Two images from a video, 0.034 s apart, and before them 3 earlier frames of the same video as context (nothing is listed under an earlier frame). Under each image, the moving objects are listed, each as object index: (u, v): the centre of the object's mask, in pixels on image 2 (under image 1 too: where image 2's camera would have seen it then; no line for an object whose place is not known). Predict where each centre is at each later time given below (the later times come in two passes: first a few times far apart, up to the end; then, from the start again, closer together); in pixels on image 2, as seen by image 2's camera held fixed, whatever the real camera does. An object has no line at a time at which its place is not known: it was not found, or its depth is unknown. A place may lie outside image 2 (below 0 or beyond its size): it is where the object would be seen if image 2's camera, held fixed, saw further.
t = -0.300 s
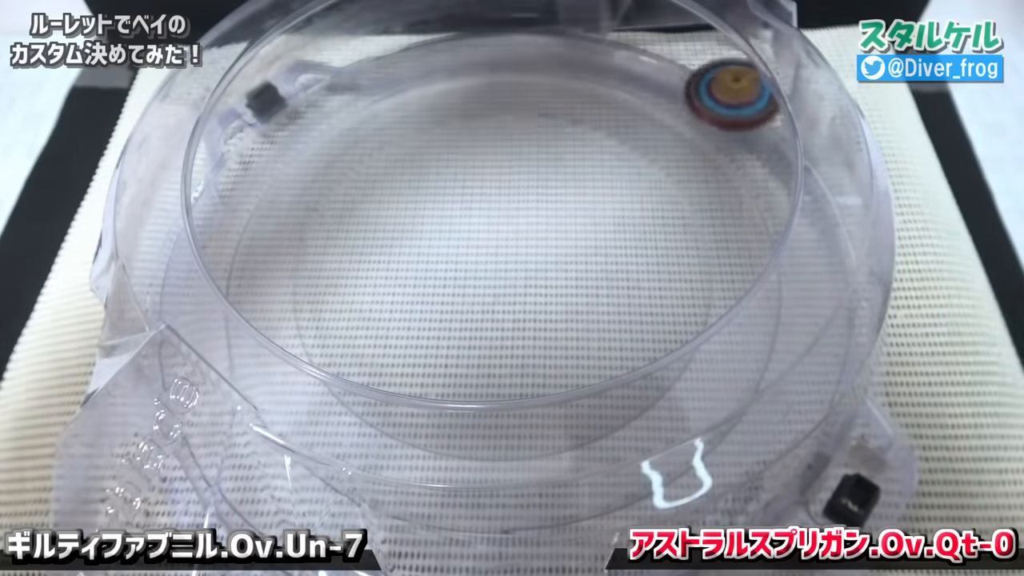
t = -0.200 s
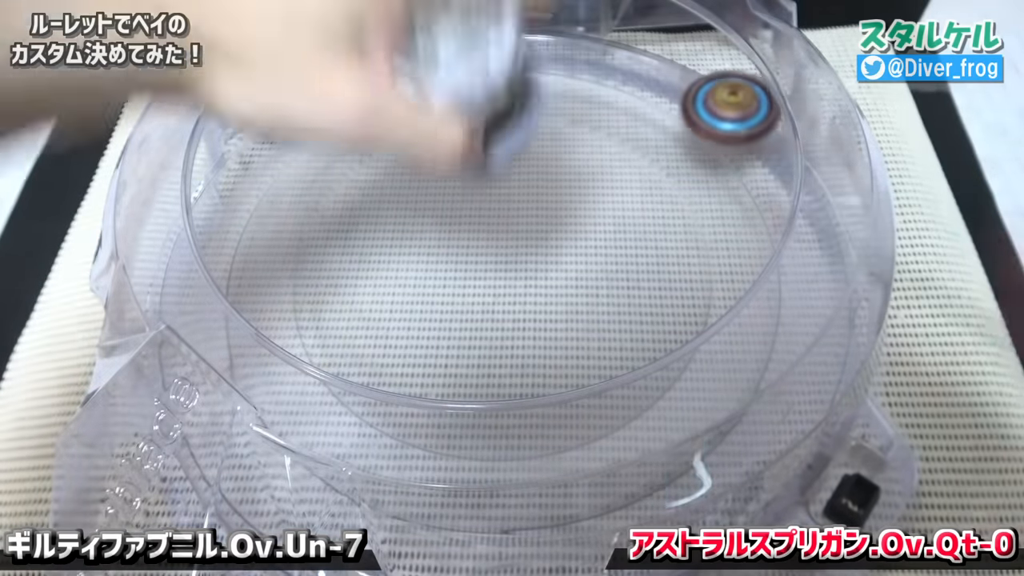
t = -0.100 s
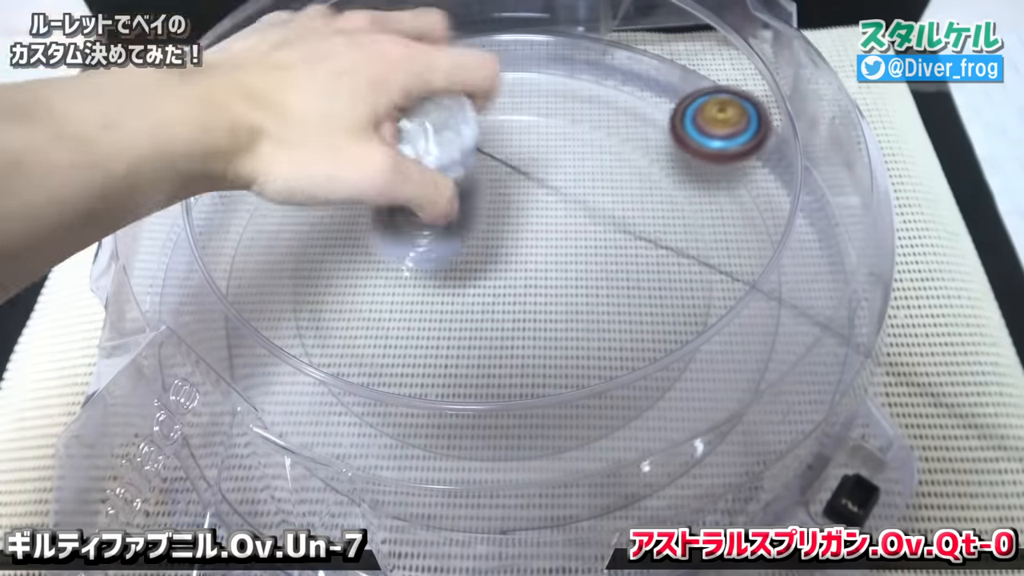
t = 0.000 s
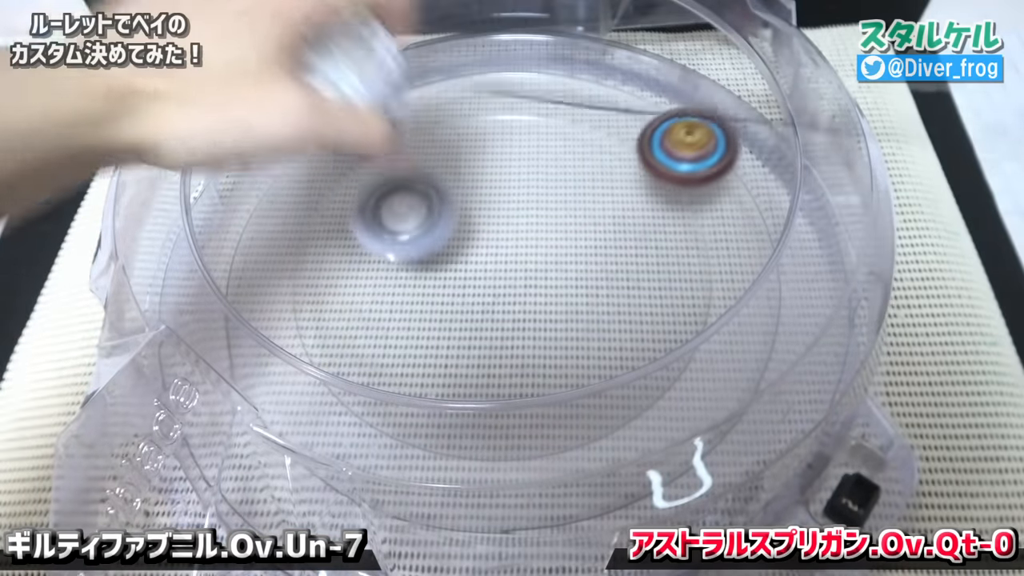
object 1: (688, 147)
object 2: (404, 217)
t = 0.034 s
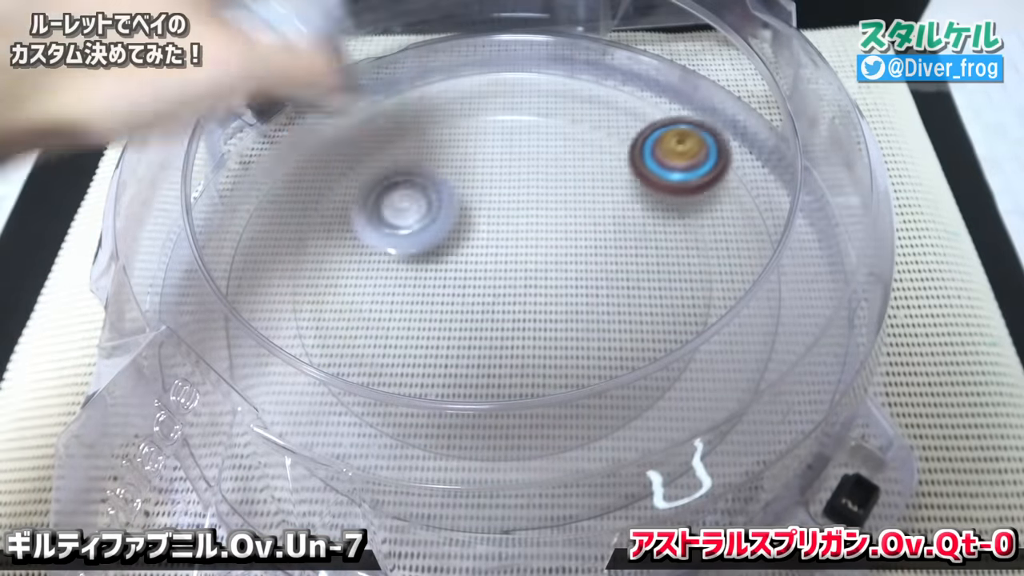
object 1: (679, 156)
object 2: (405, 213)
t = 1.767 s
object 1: (415, 476)
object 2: (370, 94)
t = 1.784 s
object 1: (424, 476)
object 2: (379, 93)
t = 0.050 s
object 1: (674, 159)
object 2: (406, 213)
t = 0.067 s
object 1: (667, 164)
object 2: (410, 205)
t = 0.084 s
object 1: (658, 169)
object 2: (413, 196)
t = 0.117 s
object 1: (632, 173)
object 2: (424, 187)
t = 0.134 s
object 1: (616, 175)
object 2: (431, 180)
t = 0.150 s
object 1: (598, 175)
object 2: (439, 176)
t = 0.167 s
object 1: (578, 177)
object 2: (448, 169)
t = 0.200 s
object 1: (542, 182)
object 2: (452, 158)
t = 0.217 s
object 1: (528, 184)
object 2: (439, 150)
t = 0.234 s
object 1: (513, 189)
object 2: (429, 146)
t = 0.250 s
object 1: (497, 196)
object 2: (418, 143)
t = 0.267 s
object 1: (481, 206)
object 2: (410, 138)
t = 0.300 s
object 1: (449, 234)
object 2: (399, 131)
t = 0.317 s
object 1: (434, 253)
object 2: (396, 127)
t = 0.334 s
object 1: (423, 274)
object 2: (394, 126)
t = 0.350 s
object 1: (416, 296)
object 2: (394, 125)
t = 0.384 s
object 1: (412, 345)
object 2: (394, 127)
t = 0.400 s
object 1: (417, 360)
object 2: (396, 129)
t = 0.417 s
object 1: (426, 391)
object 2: (401, 132)
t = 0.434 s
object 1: (438, 410)
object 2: (405, 135)
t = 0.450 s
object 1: (457, 434)
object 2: (410, 139)
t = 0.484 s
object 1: (498, 475)
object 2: (425, 148)
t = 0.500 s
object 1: (521, 498)
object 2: (433, 152)
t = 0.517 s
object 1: (542, 510)
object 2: (442, 157)
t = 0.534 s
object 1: (565, 515)
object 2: (454, 163)
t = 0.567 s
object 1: (595, 518)
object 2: (473, 173)
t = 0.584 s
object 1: (606, 510)
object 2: (483, 179)
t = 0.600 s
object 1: (630, 495)
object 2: (495, 185)
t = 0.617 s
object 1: (645, 487)
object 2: (507, 192)
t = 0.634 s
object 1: (657, 481)
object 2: (519, 200)
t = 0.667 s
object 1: (680, 474)
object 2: (539, 219)
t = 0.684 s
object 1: (690, 470)
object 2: (549, 231)
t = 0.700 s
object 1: (696, 466)
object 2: (556, 244)
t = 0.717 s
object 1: (703, 463)
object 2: (562, 258)
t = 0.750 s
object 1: (713, 454)
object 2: (568, 287)
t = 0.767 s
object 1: (725, 445)
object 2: (569, 302)
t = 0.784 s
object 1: (731, 439)
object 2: (567, 316)
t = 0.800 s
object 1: (737, 433)
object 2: (562, 330)
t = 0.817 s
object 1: (742, 427)
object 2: (556, 343)
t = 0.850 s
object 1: (752, 415)
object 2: (538, 358)
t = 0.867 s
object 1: (756, 409)
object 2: (527, 364)
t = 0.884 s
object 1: (760, 402)
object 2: (514, 370)
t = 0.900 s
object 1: (763, 397)
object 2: (500, 395)
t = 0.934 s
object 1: (769, 385)
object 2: (465, 406)
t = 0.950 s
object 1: (770, 378)
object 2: (447, 409)
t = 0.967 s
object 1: (770, 371)
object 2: (429, 410)
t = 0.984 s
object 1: (771, 363)
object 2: (408, 414)
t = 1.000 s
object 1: (771, 354)
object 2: (389, 413)
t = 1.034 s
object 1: (761, 331)
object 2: (353, 408)
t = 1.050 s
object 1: (756, 319)
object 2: (333, 404)
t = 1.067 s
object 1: (749, 308)
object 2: (317, 400)
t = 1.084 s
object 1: (742, 299)
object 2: (299, 394)
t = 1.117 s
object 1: (730, 281)
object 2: (258, 384)
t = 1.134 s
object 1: (723, 272)
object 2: (240, 374)
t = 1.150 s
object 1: (714, 263)
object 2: (220, 361)
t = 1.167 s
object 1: (709, 257)
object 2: (206, 352)
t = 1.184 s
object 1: (697, 248)
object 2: (199, 344)
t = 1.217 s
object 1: (671, 226)
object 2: (205, 314)
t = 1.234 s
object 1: (653, 215)
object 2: (205, 298)
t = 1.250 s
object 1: (633, 202)
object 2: (203, 284)
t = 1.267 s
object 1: (610, 188)
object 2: (204, 271)
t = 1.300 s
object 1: (554, 165)
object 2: (205, 247)
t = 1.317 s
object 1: (525, 158)
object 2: (203, 234)
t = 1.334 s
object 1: (495, 153)
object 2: (199, 223)
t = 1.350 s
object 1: (464, 151)
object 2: (200, 213)
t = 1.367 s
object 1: (435, 154)
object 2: (206, 204)
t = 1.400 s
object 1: (377, 167)
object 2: (227, 186)
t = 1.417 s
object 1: (351, 179)
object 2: (230, 179)
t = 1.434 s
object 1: (327, 192)
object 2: (235, 170)
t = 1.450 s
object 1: (313, 212)
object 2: (235, 157)
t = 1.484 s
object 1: (294, 259)
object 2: (250, 146)
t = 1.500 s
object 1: (288, 286)
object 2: (257, 142)
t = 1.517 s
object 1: (291, 307)
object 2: (259, 136)
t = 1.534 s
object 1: (288, 334)
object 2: (268, 133)
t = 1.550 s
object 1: (288, 358)
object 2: (277, 129)
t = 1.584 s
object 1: (289, 399)
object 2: (290, 120)
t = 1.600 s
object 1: (289, 420)
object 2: (295, 116)
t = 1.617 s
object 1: (292, 433)
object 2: (300, 109)
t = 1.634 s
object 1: (298, 442)
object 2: (303, 106)
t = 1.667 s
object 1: (325, 459)
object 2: (314, 101)
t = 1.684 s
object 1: (341, 465)
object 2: (320, 98)
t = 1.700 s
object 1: (357, 470)
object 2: (329, 96)
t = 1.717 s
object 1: (379, 473)
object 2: (337, 94)
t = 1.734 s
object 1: (394, 475)
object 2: (351, 96)
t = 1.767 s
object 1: (415, 476)
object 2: (370, 94)
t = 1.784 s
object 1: (424, 476)
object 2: (379, 93)
